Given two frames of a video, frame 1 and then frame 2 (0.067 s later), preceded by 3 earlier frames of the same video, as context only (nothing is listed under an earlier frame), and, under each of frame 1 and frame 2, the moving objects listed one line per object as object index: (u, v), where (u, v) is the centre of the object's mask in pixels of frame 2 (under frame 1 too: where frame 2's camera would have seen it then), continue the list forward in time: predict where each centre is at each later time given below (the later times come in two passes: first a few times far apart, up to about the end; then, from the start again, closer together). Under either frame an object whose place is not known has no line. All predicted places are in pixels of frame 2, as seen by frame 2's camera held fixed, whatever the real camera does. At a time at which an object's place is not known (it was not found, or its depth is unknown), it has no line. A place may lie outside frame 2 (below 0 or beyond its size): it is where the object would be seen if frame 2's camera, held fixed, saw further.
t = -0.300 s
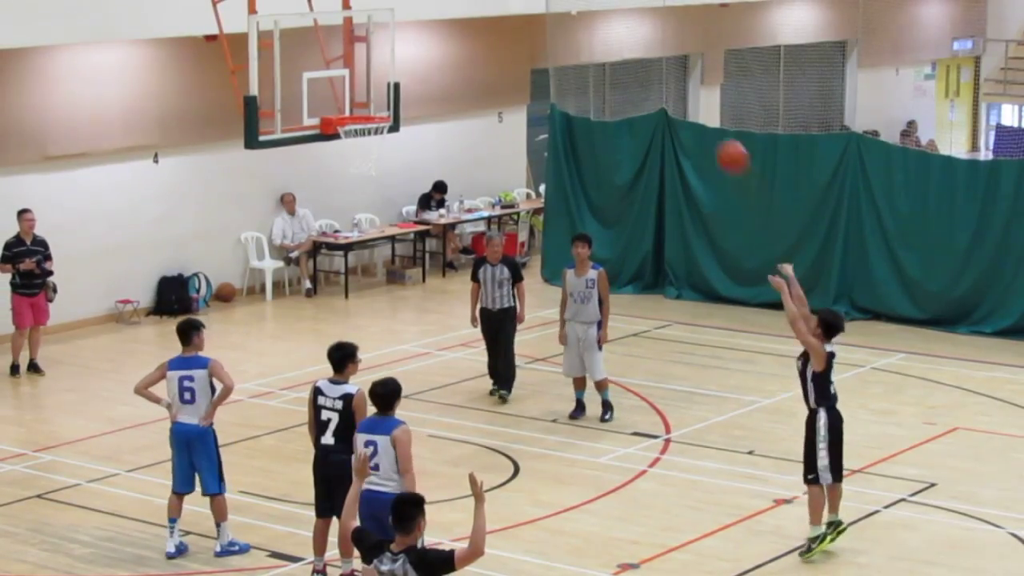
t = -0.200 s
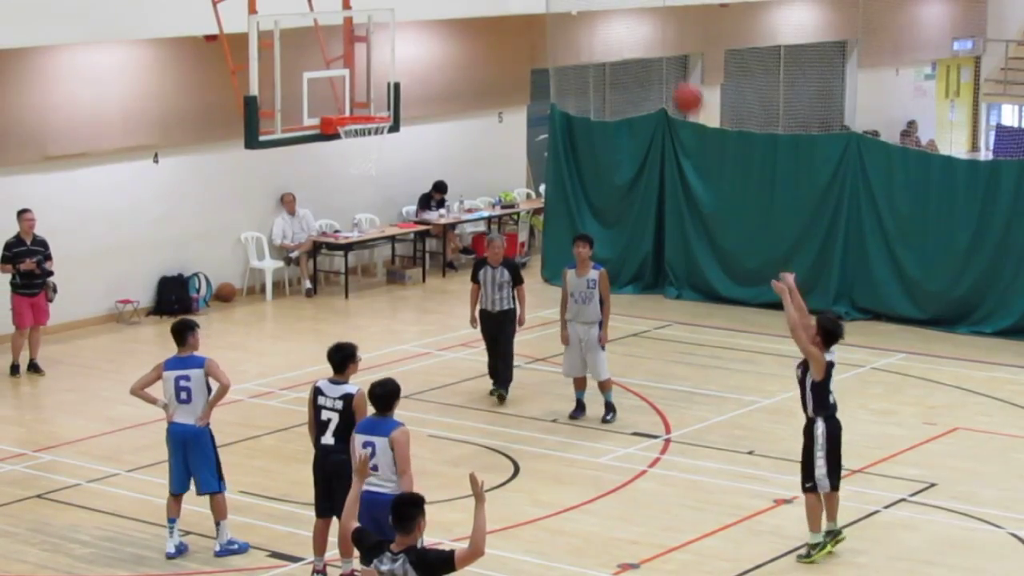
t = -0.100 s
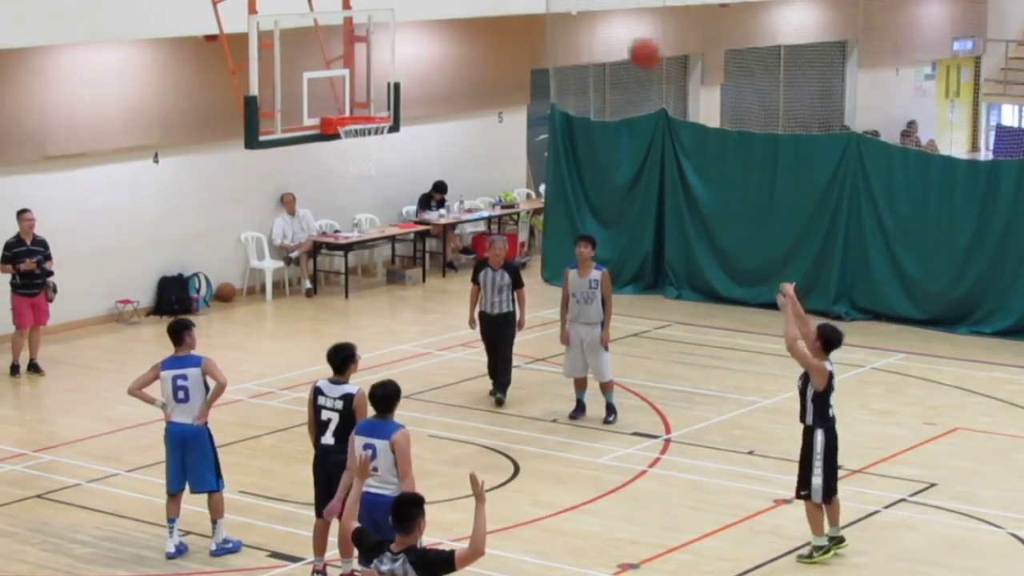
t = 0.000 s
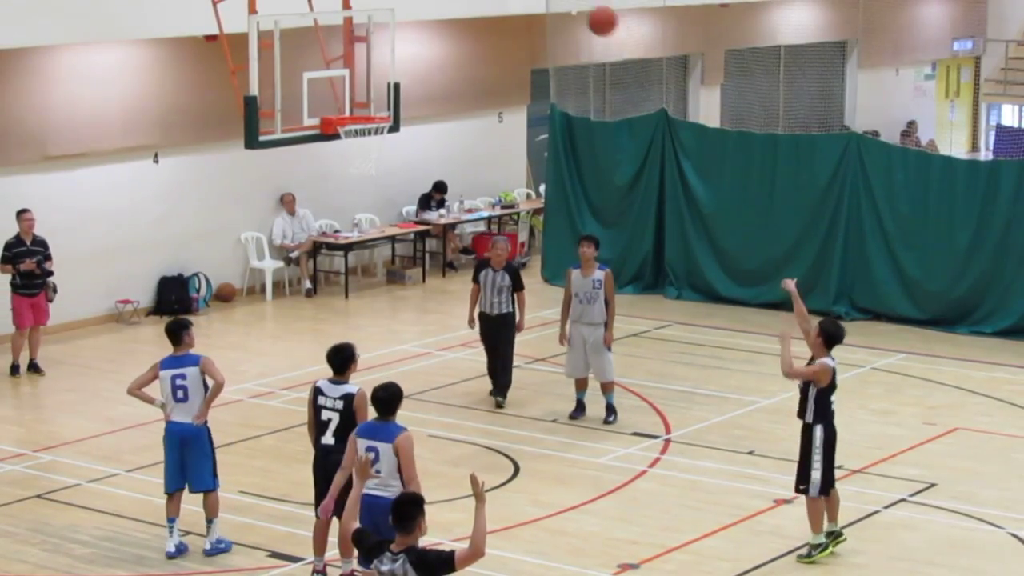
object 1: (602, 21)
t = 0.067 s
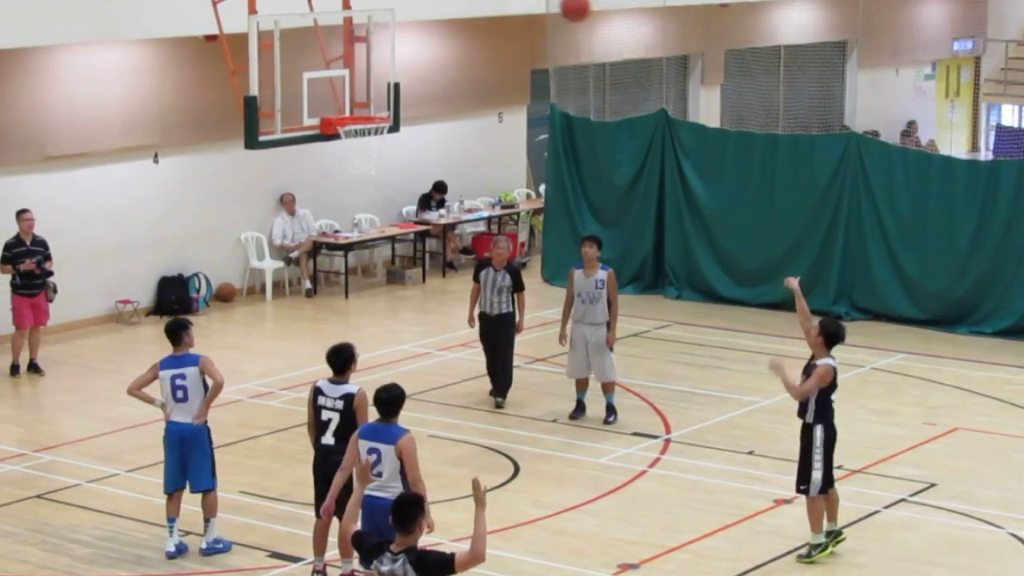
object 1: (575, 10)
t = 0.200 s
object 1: (521, 4)
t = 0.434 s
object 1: (432, 27)
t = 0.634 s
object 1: (362, 103)
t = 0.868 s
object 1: (362, 201)
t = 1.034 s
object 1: (375, 293)
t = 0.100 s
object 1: (561, 8)
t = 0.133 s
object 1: (548, 5)
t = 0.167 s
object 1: (534, 5)
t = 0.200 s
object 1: (521, 4)
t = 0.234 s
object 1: (508, 4)
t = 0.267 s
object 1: (495, 5)
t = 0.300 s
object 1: (482, 7)
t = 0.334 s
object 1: (470, 9)
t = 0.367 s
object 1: (457, 12)
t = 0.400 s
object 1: (444, 19)
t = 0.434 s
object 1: (432, 27)
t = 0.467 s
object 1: (421, 37)
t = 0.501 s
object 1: (408, 48)
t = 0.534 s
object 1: (397, 60)
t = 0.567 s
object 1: (385, 73)
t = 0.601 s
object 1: (374, 88)
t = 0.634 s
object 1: (362, 103)
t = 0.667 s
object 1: (351, 112)
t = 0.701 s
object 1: (349, 135)
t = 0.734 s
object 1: (350, 146)
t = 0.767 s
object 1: (353, 159)
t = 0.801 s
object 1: (356, 173)
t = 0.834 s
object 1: (359, 186)
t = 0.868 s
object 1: (362, 201)
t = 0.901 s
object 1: (364, 217)
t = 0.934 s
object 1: (367, 236)
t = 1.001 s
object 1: (372, 273)
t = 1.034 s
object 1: (375, 293)
